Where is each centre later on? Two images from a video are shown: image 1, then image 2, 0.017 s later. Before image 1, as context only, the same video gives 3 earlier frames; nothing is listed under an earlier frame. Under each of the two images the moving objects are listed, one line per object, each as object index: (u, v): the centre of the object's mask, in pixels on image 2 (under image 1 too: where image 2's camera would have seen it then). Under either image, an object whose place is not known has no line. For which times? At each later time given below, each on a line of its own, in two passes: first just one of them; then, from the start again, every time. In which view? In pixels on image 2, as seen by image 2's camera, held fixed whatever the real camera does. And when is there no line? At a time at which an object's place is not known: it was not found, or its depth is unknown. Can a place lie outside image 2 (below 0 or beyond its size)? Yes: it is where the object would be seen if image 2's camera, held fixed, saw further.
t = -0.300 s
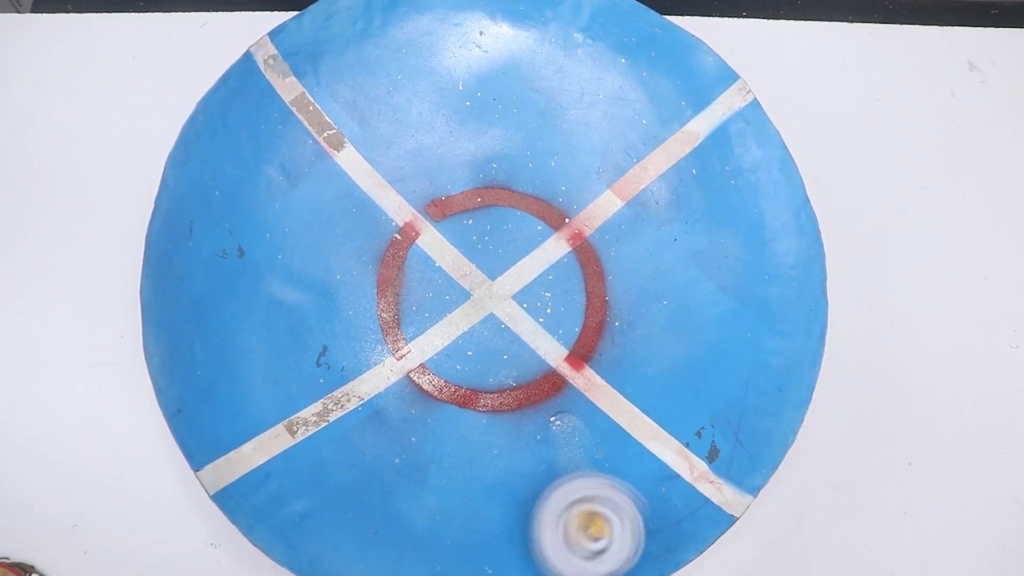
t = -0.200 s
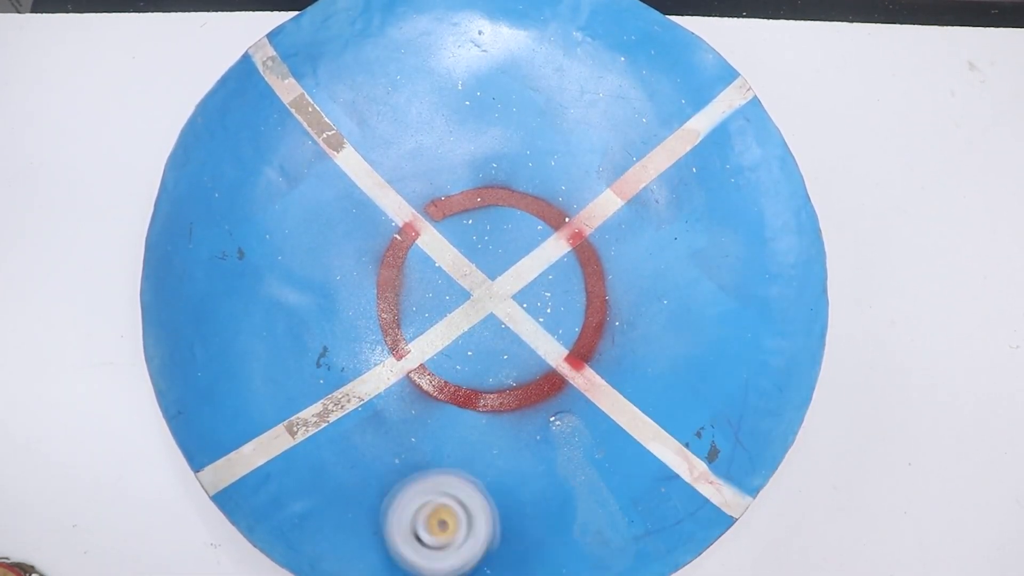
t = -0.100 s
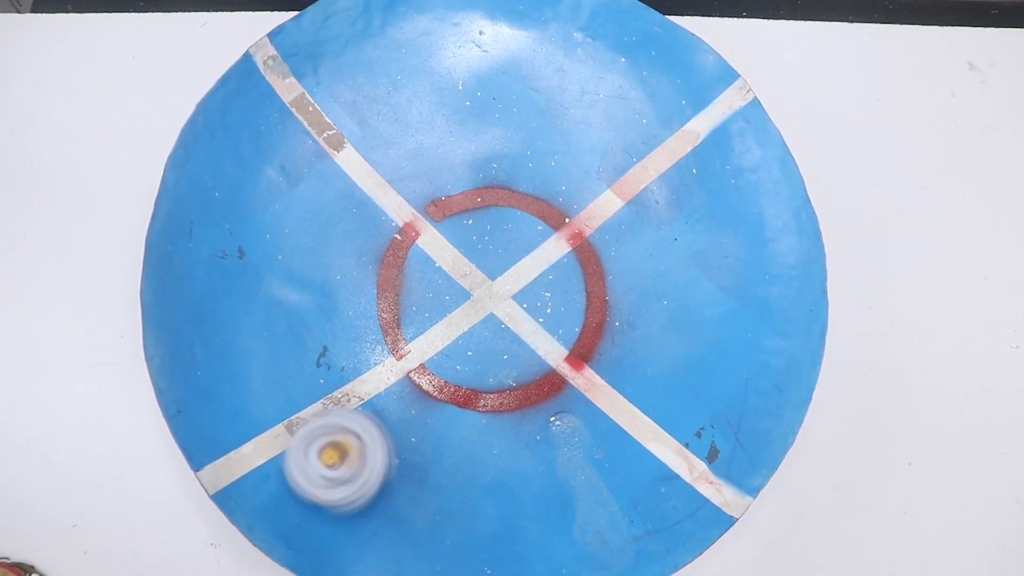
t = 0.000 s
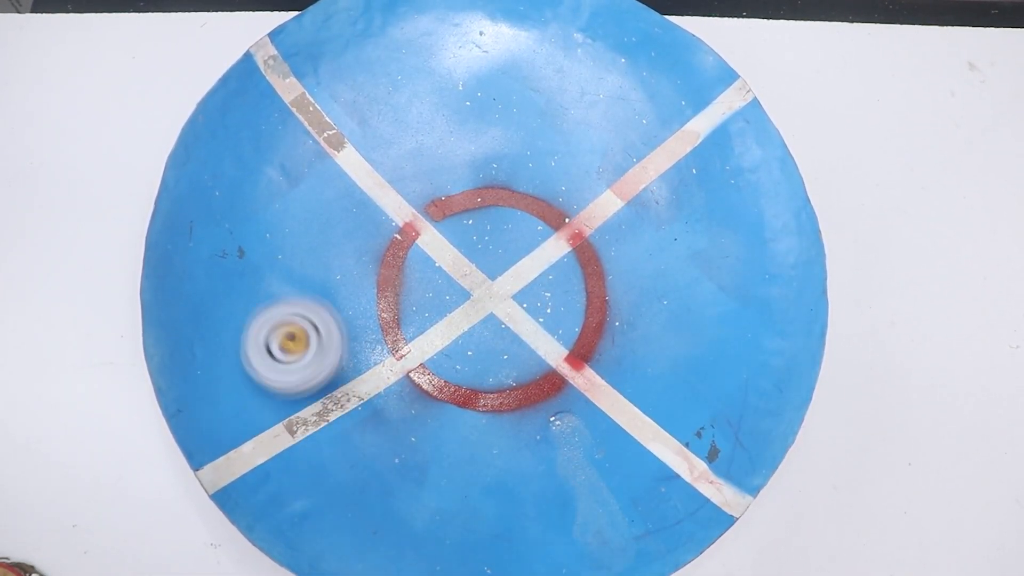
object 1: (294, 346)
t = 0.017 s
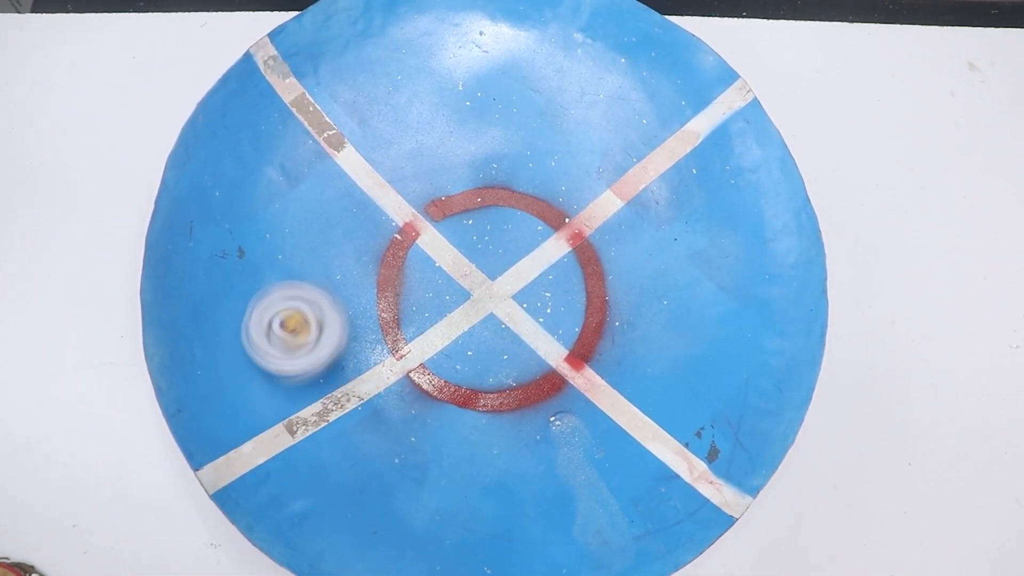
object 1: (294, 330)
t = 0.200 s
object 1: (410, 142)
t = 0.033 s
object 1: (297, 307)
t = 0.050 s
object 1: (303, 288)
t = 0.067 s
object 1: (308, 267)
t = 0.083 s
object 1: (320, 249)
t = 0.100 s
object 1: (331, 229)
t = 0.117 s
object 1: (345, 213)
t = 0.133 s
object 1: (355, 195)
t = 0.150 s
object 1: (369, 181)
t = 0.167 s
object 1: (378, 165)
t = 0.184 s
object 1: (398, 151)
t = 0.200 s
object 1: (410, 142)
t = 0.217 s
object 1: (428, 131)
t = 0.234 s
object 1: (441, 124)
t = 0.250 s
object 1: (459, 114)
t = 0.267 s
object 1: (474, 109)
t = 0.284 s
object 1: (494, 103)
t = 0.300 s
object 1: (511, 103)
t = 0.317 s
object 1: (530, 99)
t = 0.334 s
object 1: (553, 98)
